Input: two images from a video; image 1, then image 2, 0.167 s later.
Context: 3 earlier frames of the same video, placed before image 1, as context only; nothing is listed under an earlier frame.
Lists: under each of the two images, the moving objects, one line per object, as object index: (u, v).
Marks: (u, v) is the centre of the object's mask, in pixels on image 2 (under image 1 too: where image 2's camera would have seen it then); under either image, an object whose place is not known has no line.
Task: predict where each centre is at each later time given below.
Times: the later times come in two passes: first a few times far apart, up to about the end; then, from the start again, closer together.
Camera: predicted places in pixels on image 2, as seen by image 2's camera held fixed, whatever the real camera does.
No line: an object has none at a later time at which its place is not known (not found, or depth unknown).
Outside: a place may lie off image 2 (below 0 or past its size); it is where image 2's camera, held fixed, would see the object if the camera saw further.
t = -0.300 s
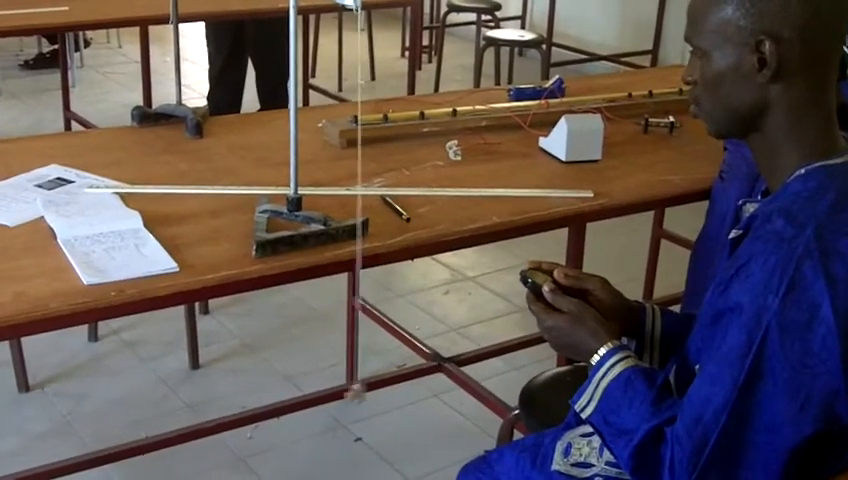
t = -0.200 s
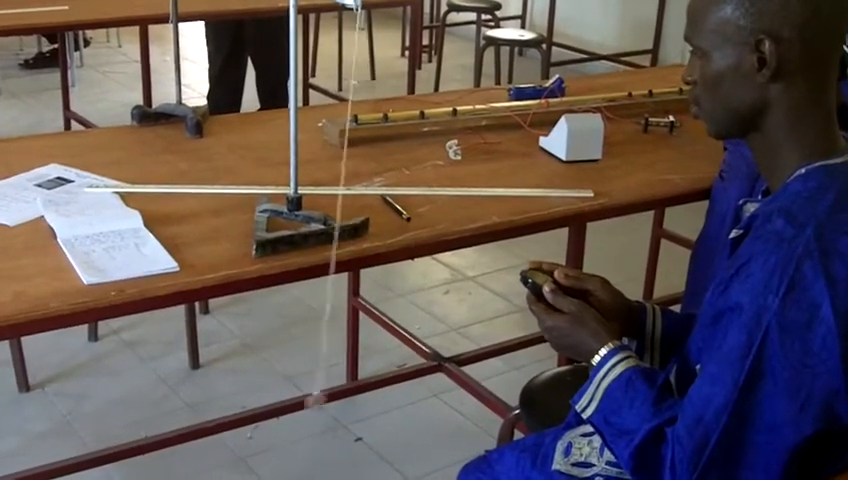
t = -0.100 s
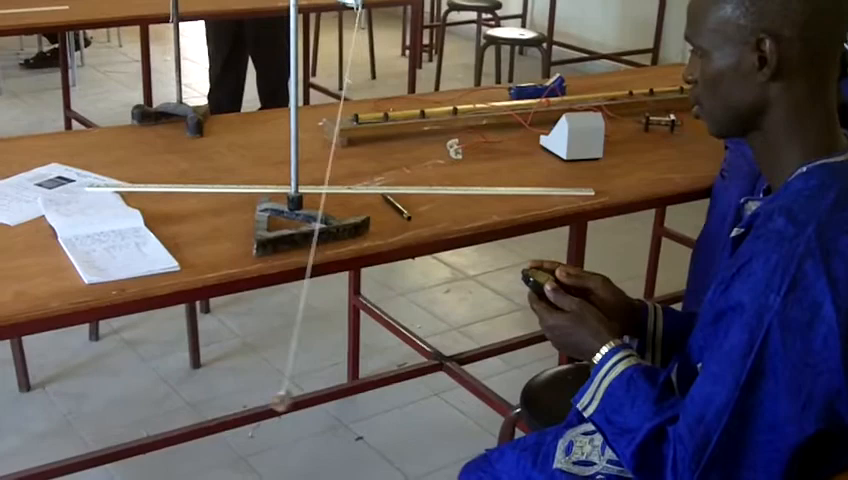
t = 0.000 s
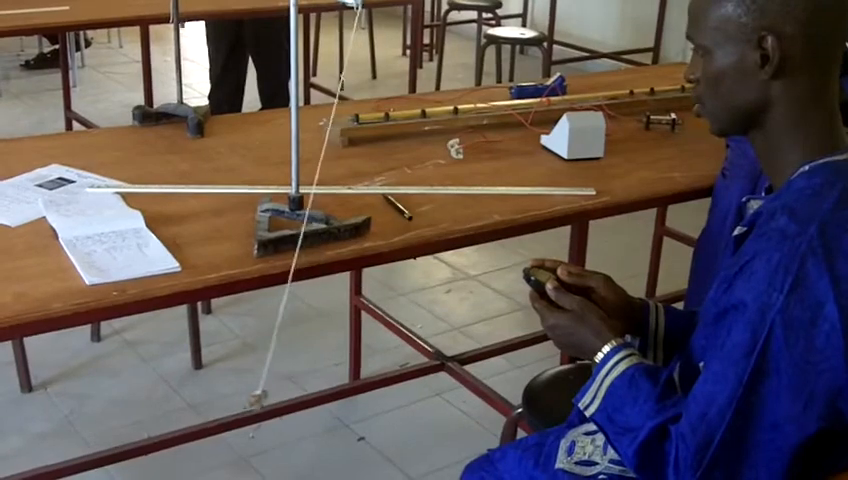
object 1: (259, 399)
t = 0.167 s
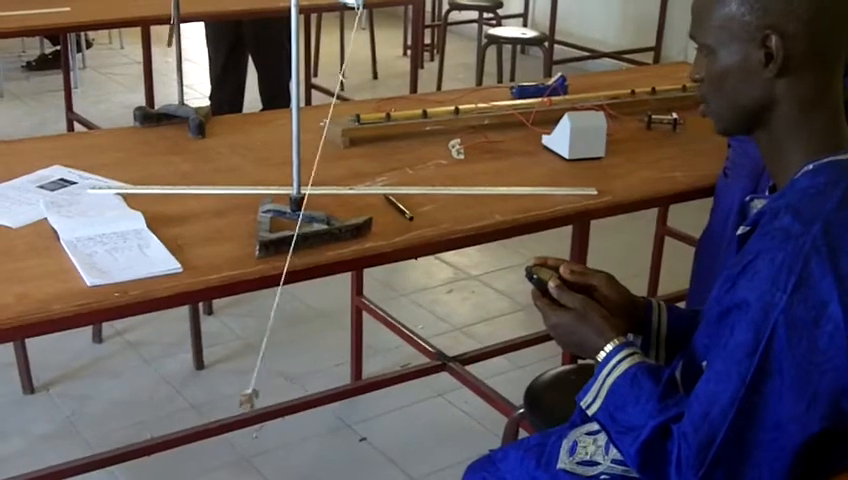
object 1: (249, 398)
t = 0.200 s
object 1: (252, 398)
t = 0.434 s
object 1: (313, 397)
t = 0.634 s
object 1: (390, 380)
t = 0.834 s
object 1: (442, 363)
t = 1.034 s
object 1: (444, 364)
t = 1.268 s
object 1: (382, 388)
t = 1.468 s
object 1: (303, 402)
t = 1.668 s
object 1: (253, 399)
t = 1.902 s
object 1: (265, 398)
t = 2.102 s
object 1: (330, 394)
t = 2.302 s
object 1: (404, 375)
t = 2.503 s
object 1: (446, 361)
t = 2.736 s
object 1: (430, 370)
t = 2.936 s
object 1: (365, 393)
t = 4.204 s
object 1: (446, 362)
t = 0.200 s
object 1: (252, 398)
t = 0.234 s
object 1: (256, 399)
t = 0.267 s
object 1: (263, 398)
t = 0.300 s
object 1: (271, 398)
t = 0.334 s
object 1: (280, 398)
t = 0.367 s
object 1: (291, 398)
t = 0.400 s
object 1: (301, 398)
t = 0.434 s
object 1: (313, 397)
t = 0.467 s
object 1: (327, 396)
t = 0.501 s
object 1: (339, 394)
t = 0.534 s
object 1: (352, 390)
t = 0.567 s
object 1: (366, 388)
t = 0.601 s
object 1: (377, 385)
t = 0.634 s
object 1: (390, 380)
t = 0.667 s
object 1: (402, 378)
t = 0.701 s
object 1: (412, 374)
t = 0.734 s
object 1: (422, 372)
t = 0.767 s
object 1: (430, 369)
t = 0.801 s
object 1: (437, 365)
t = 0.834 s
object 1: (442, 363)
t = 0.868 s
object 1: (446, 362)
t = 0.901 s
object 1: (448, 360)
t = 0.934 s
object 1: (449, 360)
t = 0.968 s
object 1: (449, 360)
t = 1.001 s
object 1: (447, 362)
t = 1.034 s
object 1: (444, 364)
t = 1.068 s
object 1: (439, 366)
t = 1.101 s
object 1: (433, 369)
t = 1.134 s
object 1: (424, 373)
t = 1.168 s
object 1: (416, 377)
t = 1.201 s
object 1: (405, 380)
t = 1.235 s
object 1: (394, 385)
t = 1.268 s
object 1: (382, 388)
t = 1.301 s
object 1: (369, 391)
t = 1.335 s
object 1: (356, 394)
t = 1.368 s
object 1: (343, 397)
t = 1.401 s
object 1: (329, 399)
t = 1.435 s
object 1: (315, 401)
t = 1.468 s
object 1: (303, 402)
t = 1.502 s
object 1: (293, 400)
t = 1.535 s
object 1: (282, 402)
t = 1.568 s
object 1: (273, 401)
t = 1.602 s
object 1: (264, 400)
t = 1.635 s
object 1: (258, 400)
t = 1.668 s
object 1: (253, 399)
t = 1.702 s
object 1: (250, 399)
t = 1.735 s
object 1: (249, 399)
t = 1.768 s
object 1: (248, 399)
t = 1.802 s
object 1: (250, 398)
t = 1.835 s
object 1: (254, 398)
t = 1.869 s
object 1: (257, 399)
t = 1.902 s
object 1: (265, 398)
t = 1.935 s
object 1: (273, 398)
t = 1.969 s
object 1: (283, 399)
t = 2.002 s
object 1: (294, 398)
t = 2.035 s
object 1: (304, 398)
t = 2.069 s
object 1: (317, 397)
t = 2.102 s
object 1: (330, 394)
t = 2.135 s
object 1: (343, 391)
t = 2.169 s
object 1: (356, 389)
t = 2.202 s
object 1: (369, 386)
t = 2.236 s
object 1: (381, 383)
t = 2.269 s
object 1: (392, 379)
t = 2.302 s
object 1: (404, 375)
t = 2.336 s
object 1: (414, 373)
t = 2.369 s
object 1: (423, 371)
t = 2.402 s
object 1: (431, 368)
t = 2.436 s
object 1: (438, 364)
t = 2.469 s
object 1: (442, 362)
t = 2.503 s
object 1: (446, 361)
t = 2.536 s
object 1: (449, 361)
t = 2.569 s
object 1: (448, 361)
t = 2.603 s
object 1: (448, 361)
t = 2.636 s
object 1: (445, 363)
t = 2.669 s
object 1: (441, 364)
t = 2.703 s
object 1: (436, 366)
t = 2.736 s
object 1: (430, 370)
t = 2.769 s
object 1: (421, 375)
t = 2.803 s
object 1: (411, 378)
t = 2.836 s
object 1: (401, 382)
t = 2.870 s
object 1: (390, 386)
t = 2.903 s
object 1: (378, 390)
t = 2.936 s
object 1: (365, 393)
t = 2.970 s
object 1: (351, 396)
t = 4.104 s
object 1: (441, 364)
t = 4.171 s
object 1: (445, 362)
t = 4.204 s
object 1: (446, 362)
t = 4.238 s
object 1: (445, 362)
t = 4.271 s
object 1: (442, 364)
